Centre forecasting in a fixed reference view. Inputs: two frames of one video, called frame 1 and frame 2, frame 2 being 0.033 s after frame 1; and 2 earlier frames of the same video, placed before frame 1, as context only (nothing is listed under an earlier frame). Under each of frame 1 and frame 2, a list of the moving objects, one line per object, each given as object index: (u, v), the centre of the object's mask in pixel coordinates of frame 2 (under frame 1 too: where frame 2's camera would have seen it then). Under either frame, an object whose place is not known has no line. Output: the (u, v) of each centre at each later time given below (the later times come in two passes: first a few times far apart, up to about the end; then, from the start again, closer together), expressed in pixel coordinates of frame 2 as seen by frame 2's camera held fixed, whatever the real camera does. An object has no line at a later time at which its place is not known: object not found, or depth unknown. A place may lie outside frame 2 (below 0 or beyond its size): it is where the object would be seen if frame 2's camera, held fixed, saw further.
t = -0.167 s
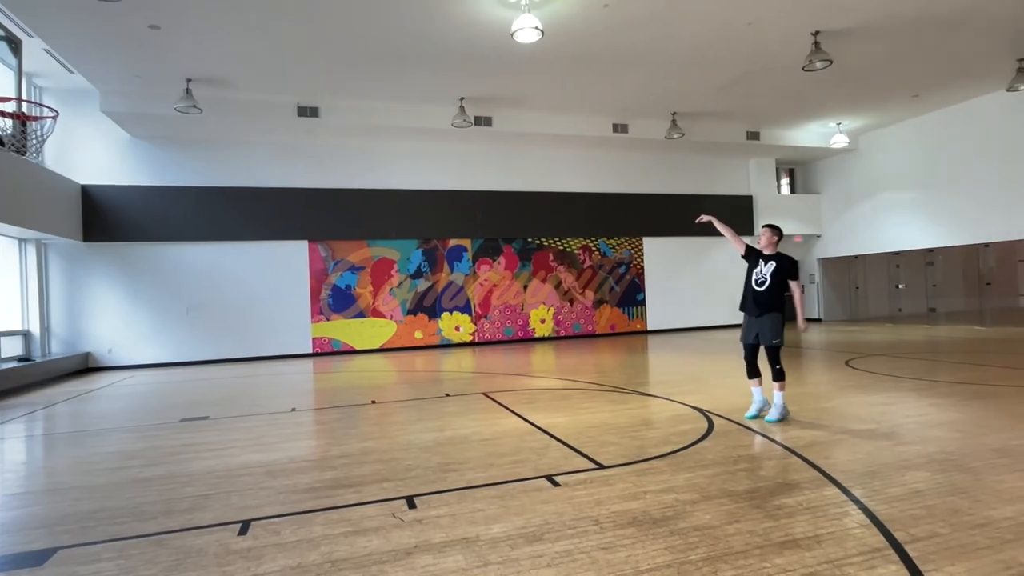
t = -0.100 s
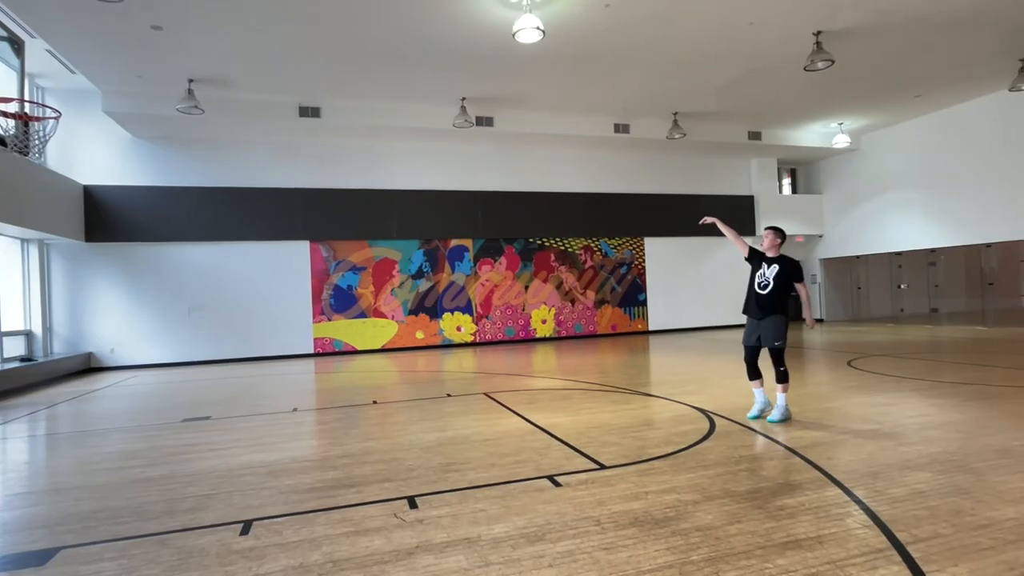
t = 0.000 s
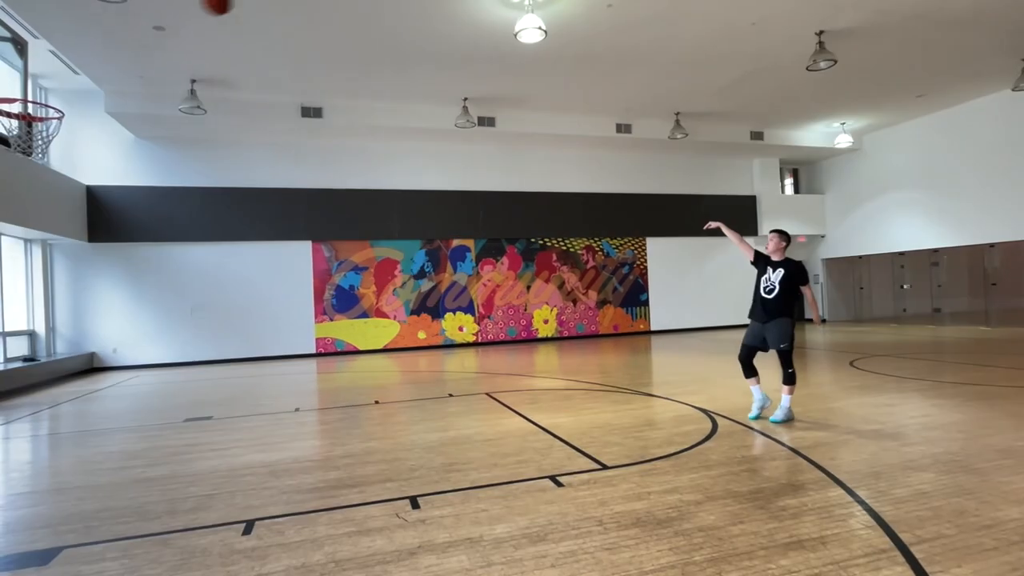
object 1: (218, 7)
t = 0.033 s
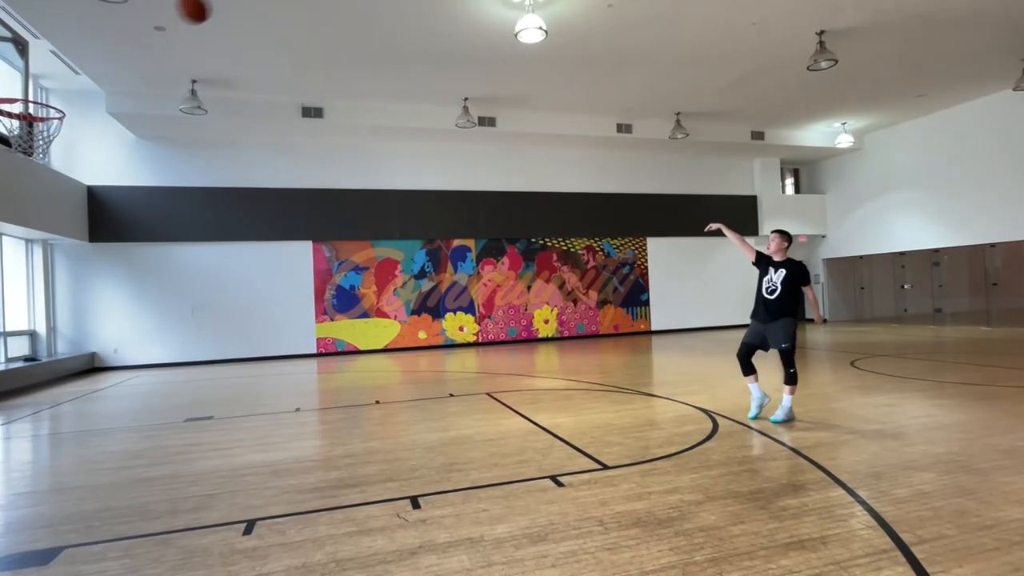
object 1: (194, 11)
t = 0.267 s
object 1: (30, 107)
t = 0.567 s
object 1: (47, 218)
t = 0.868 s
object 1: (106, 408)
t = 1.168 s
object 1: (163, 323)
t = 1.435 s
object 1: (213, 264)
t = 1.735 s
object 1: (268, 287)
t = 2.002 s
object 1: (317, 383)
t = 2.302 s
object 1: (361, 352)
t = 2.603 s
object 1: (400, 325)
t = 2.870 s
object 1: (437, 374)
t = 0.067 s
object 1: (170, 17)
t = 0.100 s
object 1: (147, 29)
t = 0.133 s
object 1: (124, 41)
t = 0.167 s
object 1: (100, 55)
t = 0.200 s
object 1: (78, 70)
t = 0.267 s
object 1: (30, 107)
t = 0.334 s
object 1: (5, 135)
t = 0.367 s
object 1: (8, 143)
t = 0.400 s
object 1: (11, 151)
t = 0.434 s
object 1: (18, 162)
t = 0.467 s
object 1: (26, 175)
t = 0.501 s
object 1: (33, 188)
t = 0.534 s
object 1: (40, 202)
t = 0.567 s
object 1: (47, 218)
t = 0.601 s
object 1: (53, 235)
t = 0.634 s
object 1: (60, 252)
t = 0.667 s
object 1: (67, 272)
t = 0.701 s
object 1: (73, 291)
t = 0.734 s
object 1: (79, 313)
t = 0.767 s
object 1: (86, 334)
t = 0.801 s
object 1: (93, 359)
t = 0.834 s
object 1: (99, 382)
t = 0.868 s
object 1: (106, 408)
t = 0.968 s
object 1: (126, 420)
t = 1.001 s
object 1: (132, 401)
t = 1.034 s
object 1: (138, 383)
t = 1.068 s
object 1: (144, 366)
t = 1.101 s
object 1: (150, 350)
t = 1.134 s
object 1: (157, 336)
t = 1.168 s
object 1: (163, 323)
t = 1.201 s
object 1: (170, 311)
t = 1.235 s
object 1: (176, 301)
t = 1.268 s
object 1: (182, 292)
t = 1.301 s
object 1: (188, 284)
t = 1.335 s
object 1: (194, 277)
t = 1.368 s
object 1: (201, 272)
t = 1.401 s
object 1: (207, 267)
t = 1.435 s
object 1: (213, 264)
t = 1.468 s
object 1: (219, 262)
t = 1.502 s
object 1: (225, 261)
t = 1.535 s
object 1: (232, 262)
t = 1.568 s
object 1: (238, 263)
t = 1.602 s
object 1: (244, 266)
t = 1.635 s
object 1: (250, 269)
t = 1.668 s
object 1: (256, 274)
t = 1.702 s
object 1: (262, 280)
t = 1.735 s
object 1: (268, 287)
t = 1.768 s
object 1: (274, 296)
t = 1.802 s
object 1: (280, 305)
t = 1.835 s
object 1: (286, 315)
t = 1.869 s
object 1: (293, 326)
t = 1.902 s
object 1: (299, 339)
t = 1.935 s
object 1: (305, 353)
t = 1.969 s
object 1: (311, 367)
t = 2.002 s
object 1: (317, 383)
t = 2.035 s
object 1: (324, 399)
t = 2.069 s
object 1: (330, 417)
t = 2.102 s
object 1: (335, 420)
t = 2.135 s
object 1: (339, 405)
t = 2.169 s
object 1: (343, 393)
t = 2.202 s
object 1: (347, 381)
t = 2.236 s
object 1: (352, 370)
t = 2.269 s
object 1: (356, 361)
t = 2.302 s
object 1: (361, 352)
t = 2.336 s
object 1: (364, 344)
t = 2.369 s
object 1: (368, 338)
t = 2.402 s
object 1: (373, 333)
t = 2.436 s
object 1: (377, 329)
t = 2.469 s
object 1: (382, 326)
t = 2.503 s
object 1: (387, 324)
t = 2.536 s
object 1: (391, 323)
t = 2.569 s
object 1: (395, 324)
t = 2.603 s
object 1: (400, 325)
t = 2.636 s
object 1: (405, 327)
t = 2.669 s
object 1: (409, 331)
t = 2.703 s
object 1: (414, 335)
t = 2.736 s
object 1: (419, 341)
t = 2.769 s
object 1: (423, 347)
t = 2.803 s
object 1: (427, 356)
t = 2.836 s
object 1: (432, 363)
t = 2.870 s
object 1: (437, 374)
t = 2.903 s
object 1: (442, 384)
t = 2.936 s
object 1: (446, 396)
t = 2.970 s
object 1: (451, 408)
